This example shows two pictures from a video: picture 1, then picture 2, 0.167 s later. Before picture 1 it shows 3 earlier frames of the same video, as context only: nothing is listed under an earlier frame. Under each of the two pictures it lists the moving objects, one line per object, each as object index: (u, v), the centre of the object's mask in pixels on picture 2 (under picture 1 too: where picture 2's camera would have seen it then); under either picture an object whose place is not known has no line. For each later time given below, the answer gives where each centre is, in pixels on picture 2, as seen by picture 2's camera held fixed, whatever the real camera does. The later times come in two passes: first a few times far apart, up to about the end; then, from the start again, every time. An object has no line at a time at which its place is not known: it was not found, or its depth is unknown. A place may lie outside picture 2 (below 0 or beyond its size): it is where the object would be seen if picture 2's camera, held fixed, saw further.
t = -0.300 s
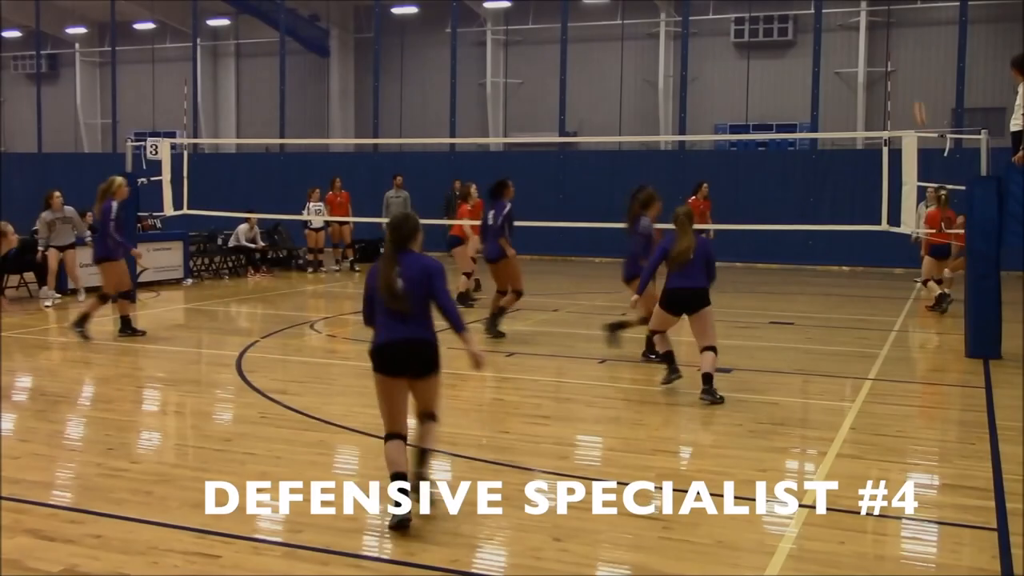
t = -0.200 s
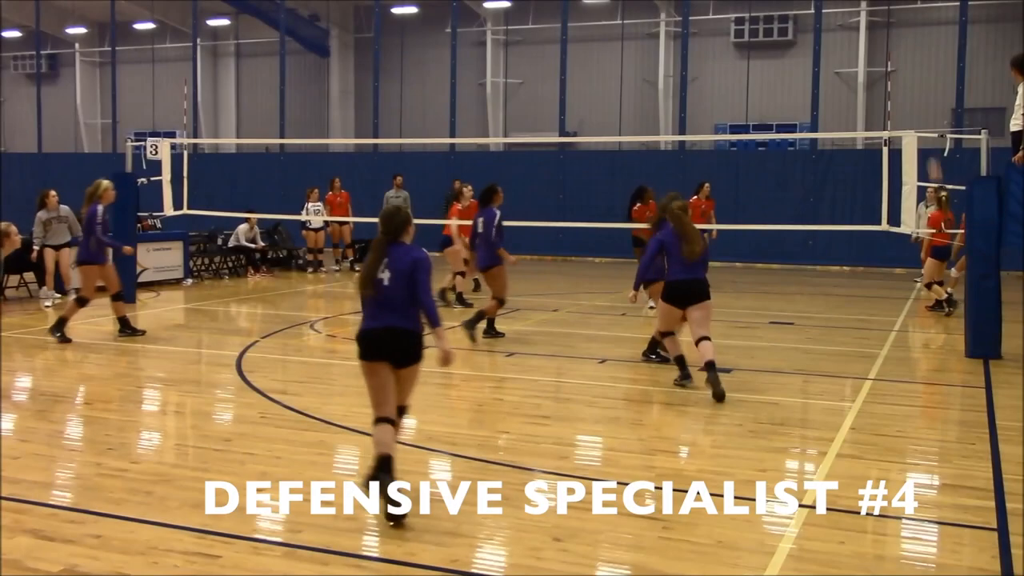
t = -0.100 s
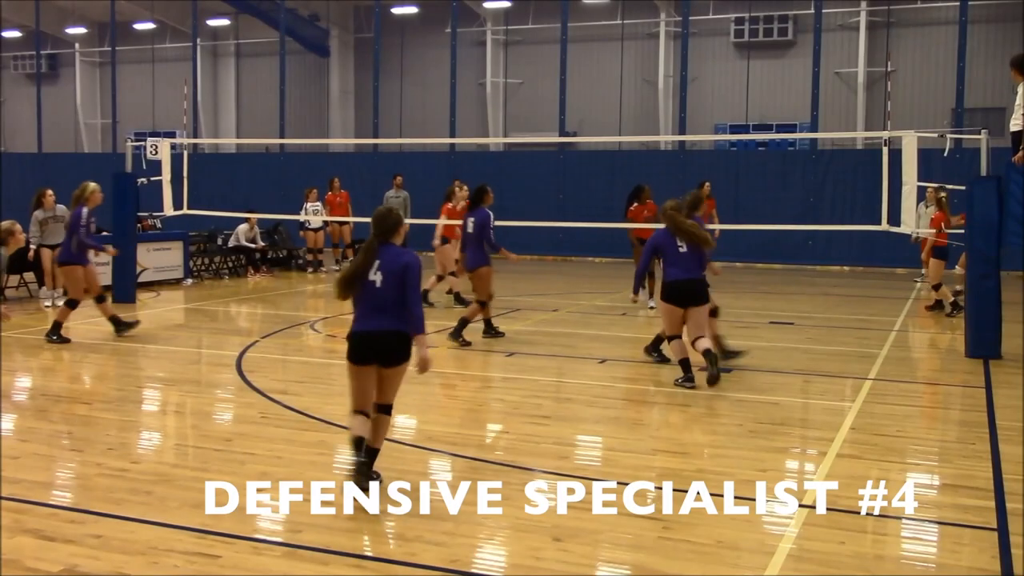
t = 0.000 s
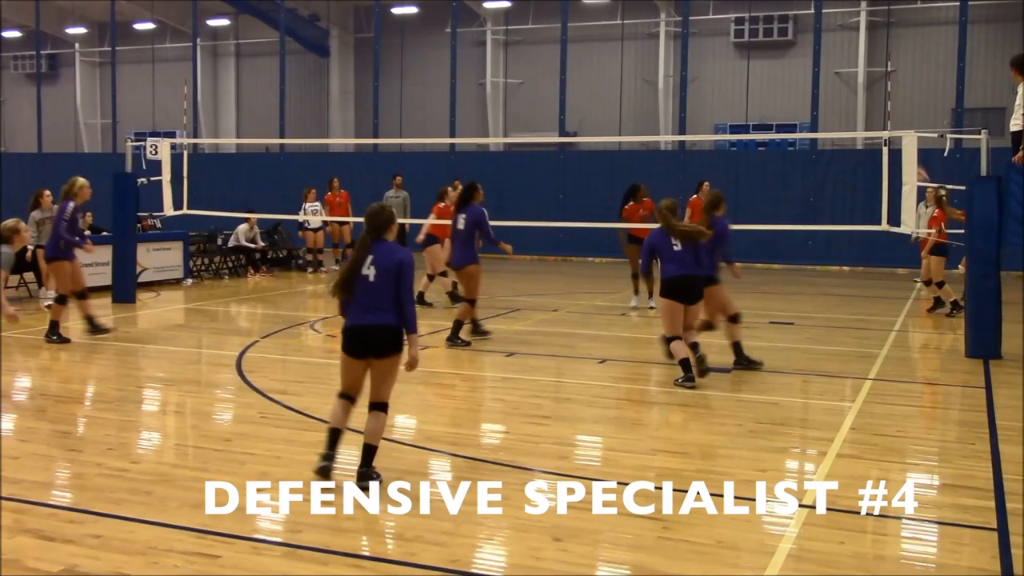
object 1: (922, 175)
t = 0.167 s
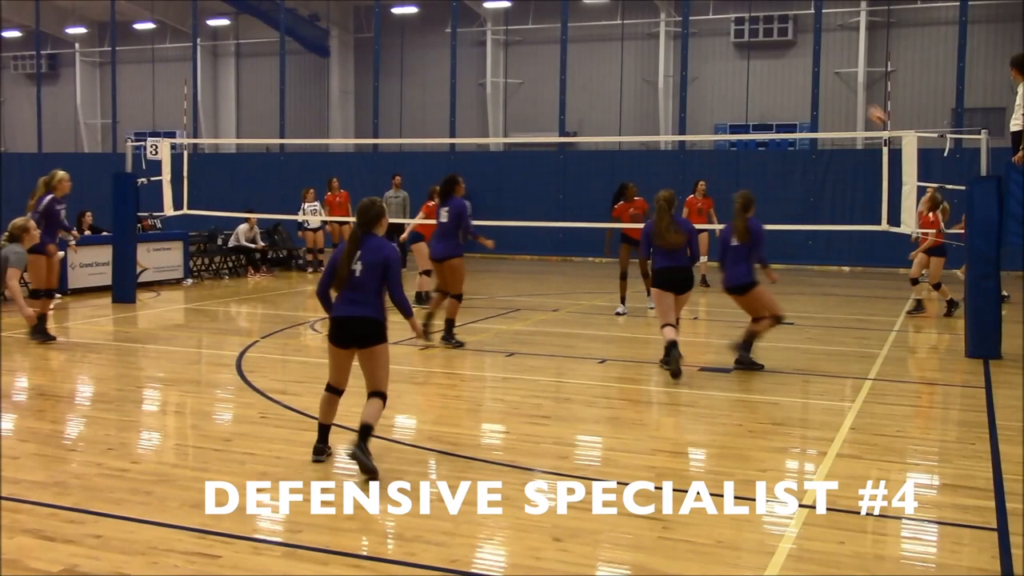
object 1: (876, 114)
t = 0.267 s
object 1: (847, 86)
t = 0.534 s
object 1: (757, 46)
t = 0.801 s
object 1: (643, 67)
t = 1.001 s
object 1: (542, 140)
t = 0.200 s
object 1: (867, 105)
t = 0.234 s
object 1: (857, 95)
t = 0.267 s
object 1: (847, 86)
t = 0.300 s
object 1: (837, 80)
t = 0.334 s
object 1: (826, 72)
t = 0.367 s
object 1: (816, 65)
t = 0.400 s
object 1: (804, 59)
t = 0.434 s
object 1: (793, 54)
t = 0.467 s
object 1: (781, 50)
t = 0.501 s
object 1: (770, 47)
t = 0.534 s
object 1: (757, 46)
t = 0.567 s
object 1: (745, 44)
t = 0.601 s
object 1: (731, 43)
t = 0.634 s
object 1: (718, 44)
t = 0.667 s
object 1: (703, 46)
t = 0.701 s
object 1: (690, 50)
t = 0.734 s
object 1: (676, 55)
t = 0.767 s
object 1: (659, 59)
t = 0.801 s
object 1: (643, 67)
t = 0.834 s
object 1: (629, 75)
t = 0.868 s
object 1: (612, 85)
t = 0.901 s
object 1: (596, 96)
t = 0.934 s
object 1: (579, 108)
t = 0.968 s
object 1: (562, 122)
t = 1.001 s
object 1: (542, 140)
